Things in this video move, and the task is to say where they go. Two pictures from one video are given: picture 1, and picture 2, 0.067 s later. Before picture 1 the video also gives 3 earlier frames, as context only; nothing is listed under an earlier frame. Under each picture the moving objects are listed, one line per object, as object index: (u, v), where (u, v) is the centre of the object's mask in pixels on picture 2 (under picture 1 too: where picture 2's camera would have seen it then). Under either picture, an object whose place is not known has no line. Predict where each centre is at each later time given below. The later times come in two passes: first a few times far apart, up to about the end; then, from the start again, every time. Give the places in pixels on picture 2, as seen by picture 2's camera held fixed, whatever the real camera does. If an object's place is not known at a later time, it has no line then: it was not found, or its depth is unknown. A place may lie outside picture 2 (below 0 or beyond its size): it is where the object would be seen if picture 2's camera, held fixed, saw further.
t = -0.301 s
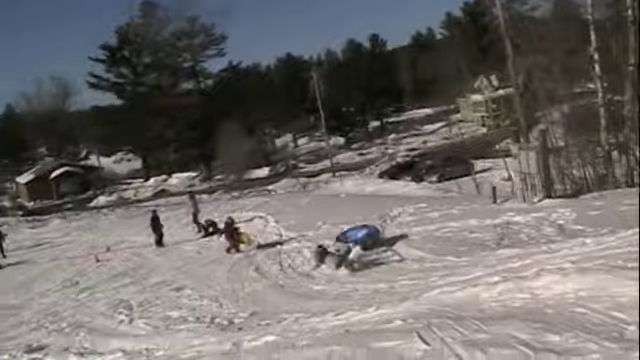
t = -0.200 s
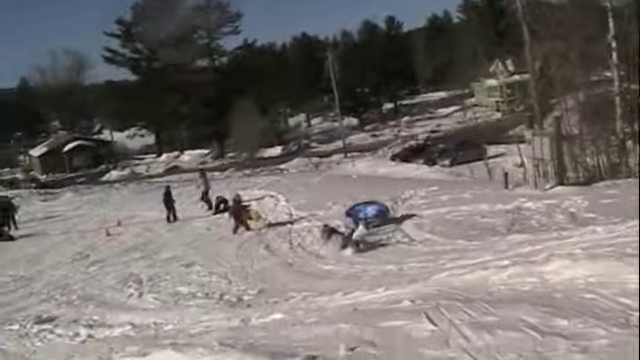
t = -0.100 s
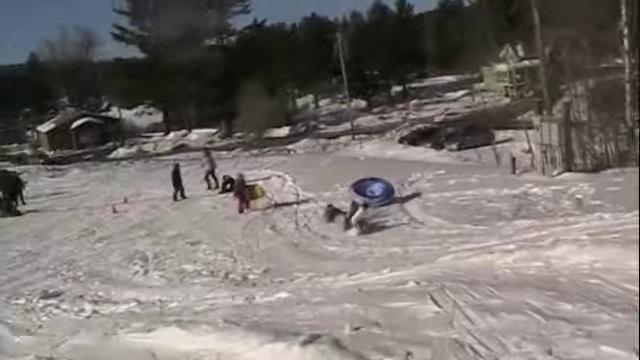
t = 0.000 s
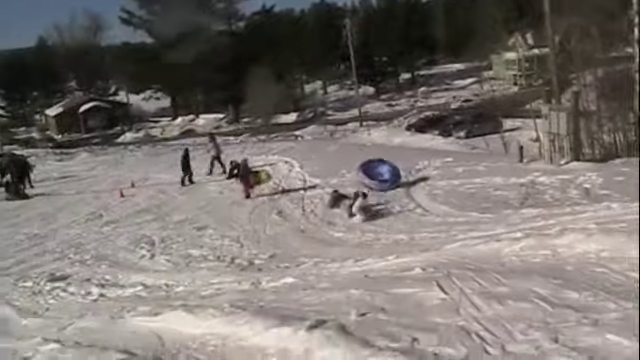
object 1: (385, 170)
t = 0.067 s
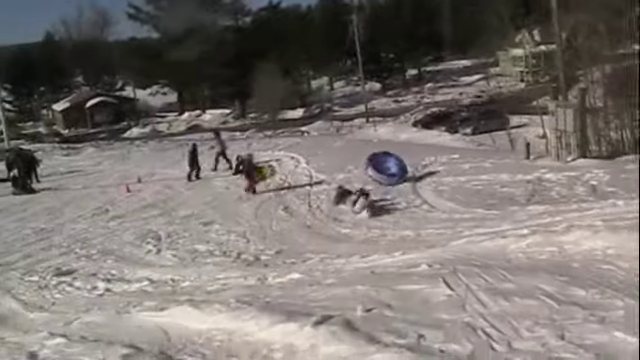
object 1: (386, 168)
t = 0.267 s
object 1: (389, 163)
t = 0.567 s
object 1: (395, 159)
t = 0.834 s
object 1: (396, 162)
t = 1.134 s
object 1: (396, 160)
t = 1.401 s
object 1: (397, 160)
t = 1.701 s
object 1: (397, 159)
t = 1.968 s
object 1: (397, 157)
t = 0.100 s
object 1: (386, 167)
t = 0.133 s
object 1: (387, 166)
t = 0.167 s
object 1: (388, 165)
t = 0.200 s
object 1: (388, 164)
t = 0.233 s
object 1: (388, 164)
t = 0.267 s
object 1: (389, 163)
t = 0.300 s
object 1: (390, 161)
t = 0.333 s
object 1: (391, 161)
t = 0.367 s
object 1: (392, 161)
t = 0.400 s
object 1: (393, 160)
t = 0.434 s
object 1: (393, 160)
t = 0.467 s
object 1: (394, 160)
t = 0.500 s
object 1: (394, 160)
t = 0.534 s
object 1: (395, 159)
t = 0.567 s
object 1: (395, 159)
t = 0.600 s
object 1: (395, 159)
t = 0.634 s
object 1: (396, 160)
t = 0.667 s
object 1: (396, 160)
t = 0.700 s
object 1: (396, 160)
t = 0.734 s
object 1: (396, 161)
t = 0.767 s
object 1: (396, 161)
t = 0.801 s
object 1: (396, 162)
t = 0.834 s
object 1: (396, 162)
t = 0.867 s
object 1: (396, 162)
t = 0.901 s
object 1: (396, 163)
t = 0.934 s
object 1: (396, 163)
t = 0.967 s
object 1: (396, 163)
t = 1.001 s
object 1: (396, 162)
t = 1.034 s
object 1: (395, 161)
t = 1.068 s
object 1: (395, 161)
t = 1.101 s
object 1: (395, 161)
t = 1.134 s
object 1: (396, 160)
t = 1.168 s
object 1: (396, 160)
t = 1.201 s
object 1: (396, 160)
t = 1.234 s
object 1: (397, 160)
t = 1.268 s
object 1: (397, 160)
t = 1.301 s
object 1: (397, 160)
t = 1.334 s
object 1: (397, 160)
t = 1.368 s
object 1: (398, 160)
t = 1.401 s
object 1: (397, 160)
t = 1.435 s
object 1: (397, 160)
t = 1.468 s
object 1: (397, 160)
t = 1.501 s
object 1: (397, 159)
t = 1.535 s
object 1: (396, 159)
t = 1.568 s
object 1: (397, 159)
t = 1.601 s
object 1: (397, 159)
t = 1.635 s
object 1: (397, 159)
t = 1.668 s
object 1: (397, 159)
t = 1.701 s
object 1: (397, 159)
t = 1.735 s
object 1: (397, 159)
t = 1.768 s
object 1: (397, 158)
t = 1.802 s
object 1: (397, 158)
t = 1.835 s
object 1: (397, 158)
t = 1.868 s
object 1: (397, 158)
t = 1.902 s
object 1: (397, 158)
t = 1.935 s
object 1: (397, 158)
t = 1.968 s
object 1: (397, 157)
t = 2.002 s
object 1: (397, 157)
